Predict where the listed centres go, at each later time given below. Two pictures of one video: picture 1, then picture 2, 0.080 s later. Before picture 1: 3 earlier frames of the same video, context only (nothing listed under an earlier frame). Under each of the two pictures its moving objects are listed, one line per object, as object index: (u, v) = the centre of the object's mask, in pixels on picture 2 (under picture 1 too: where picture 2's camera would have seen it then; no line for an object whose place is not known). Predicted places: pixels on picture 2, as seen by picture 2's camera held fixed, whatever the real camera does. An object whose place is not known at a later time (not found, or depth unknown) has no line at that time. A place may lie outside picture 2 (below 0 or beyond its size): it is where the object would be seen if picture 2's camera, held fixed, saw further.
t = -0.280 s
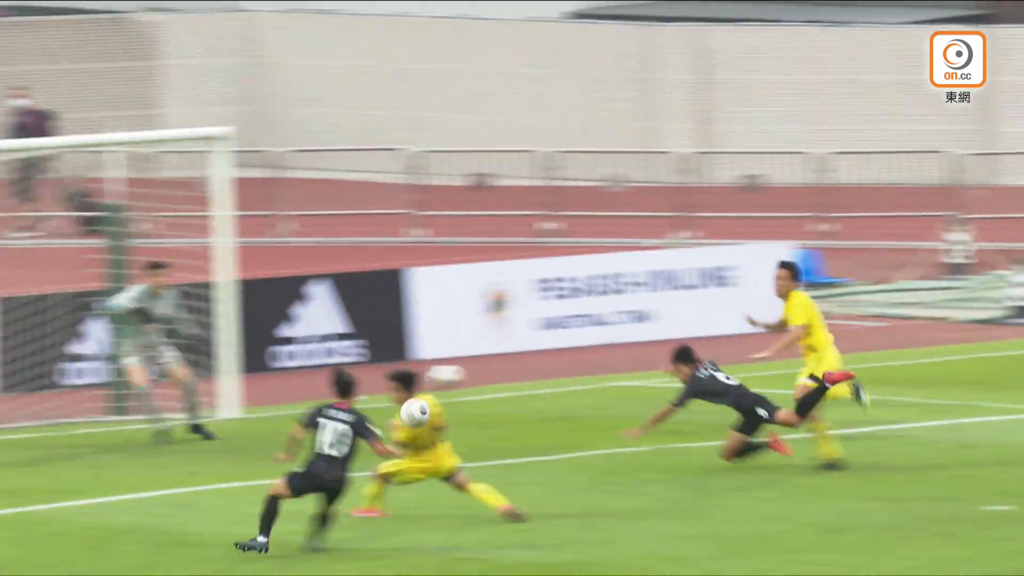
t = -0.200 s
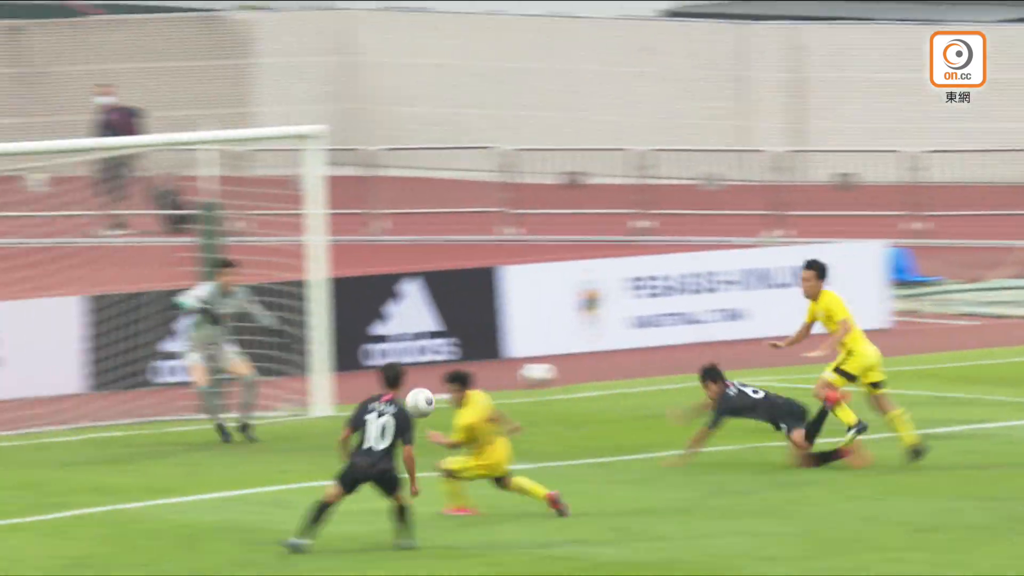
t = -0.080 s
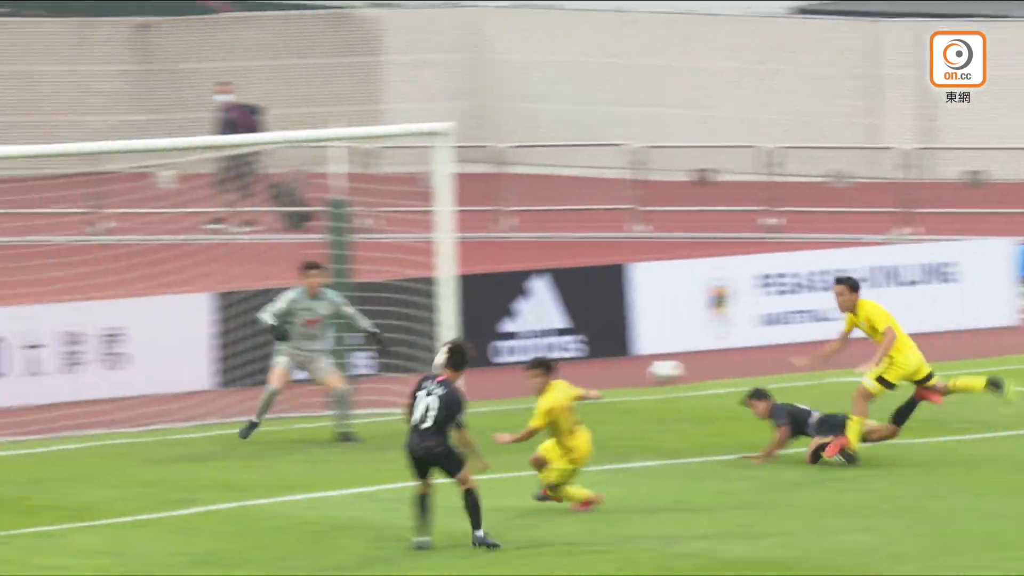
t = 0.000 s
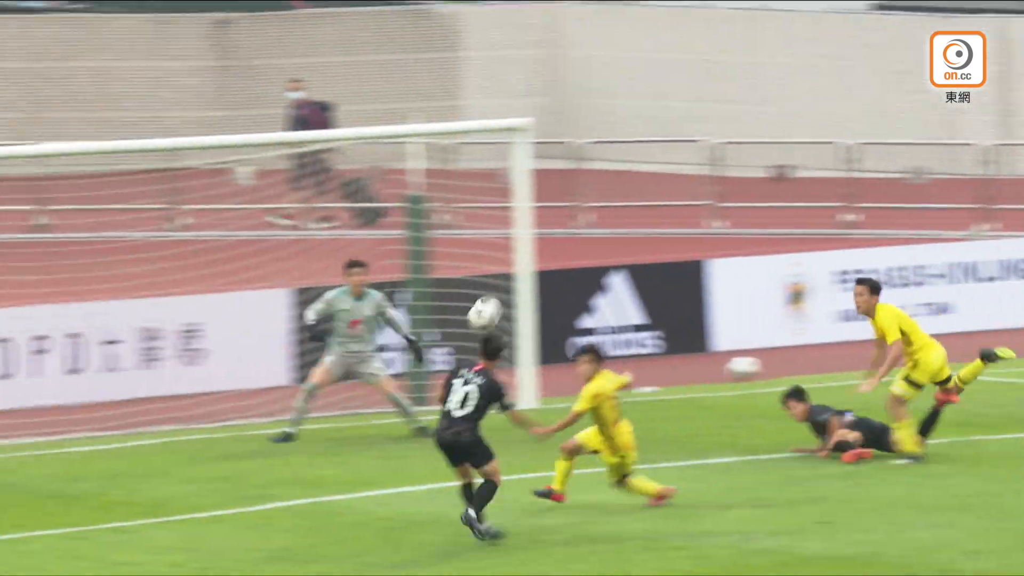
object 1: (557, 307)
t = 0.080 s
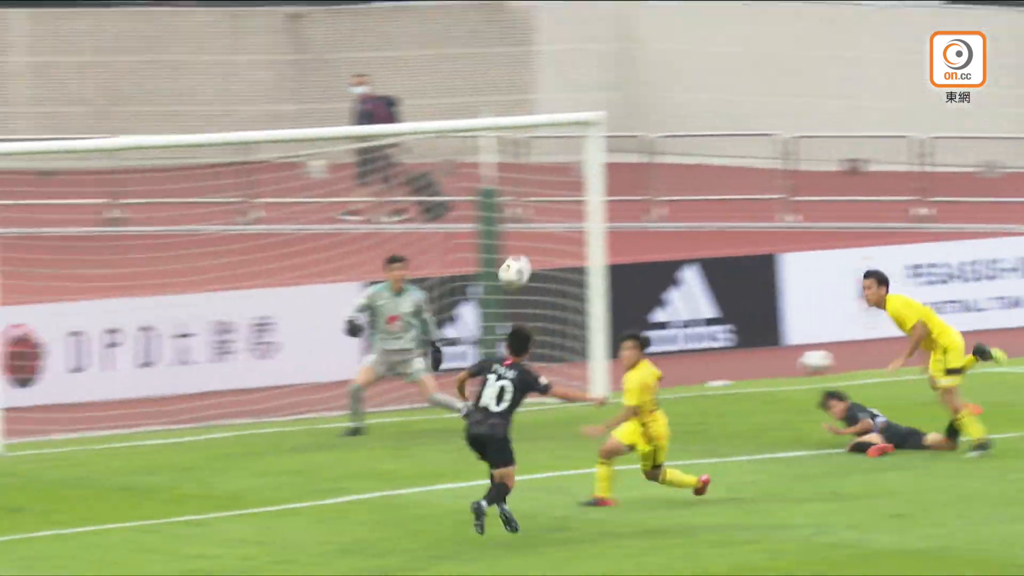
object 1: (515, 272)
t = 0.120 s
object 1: (494, 257)
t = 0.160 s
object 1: (473, 245)
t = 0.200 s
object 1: (453, 235)
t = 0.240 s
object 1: (432, 228)
